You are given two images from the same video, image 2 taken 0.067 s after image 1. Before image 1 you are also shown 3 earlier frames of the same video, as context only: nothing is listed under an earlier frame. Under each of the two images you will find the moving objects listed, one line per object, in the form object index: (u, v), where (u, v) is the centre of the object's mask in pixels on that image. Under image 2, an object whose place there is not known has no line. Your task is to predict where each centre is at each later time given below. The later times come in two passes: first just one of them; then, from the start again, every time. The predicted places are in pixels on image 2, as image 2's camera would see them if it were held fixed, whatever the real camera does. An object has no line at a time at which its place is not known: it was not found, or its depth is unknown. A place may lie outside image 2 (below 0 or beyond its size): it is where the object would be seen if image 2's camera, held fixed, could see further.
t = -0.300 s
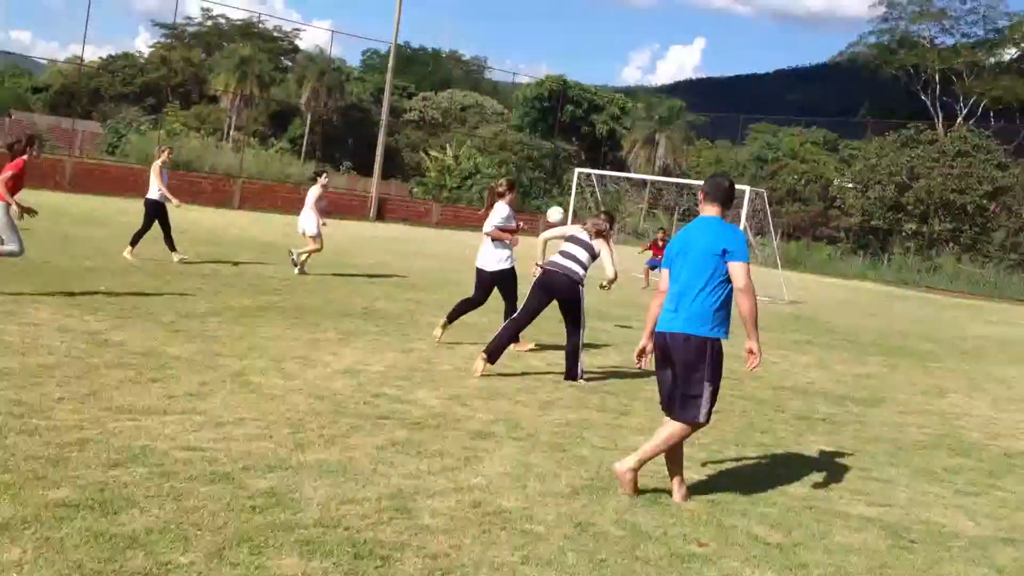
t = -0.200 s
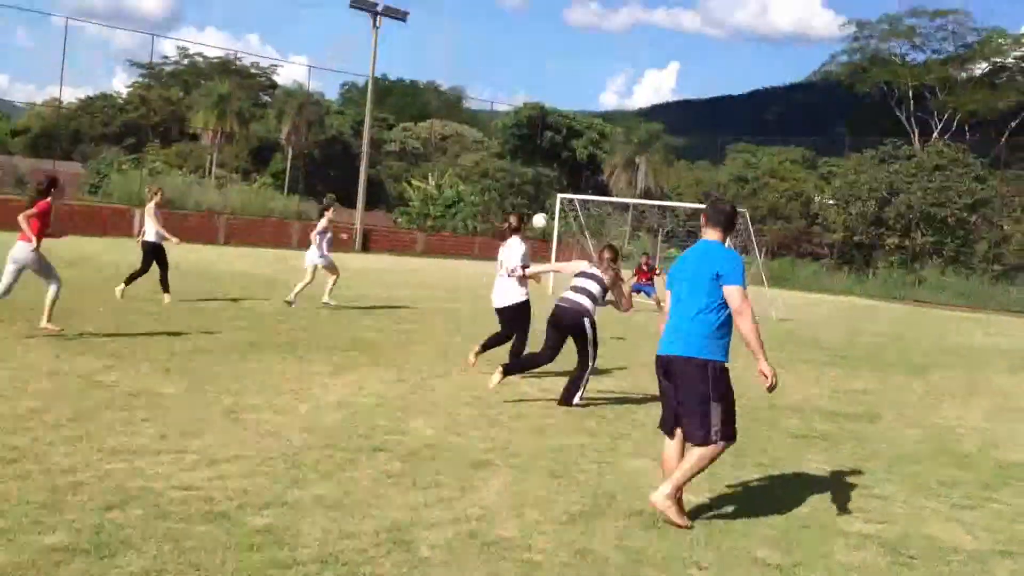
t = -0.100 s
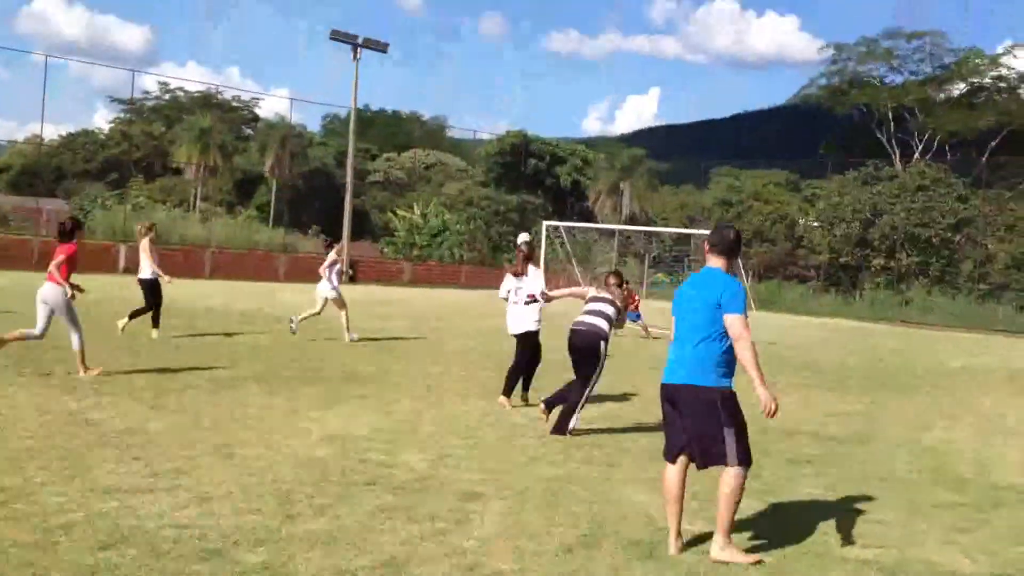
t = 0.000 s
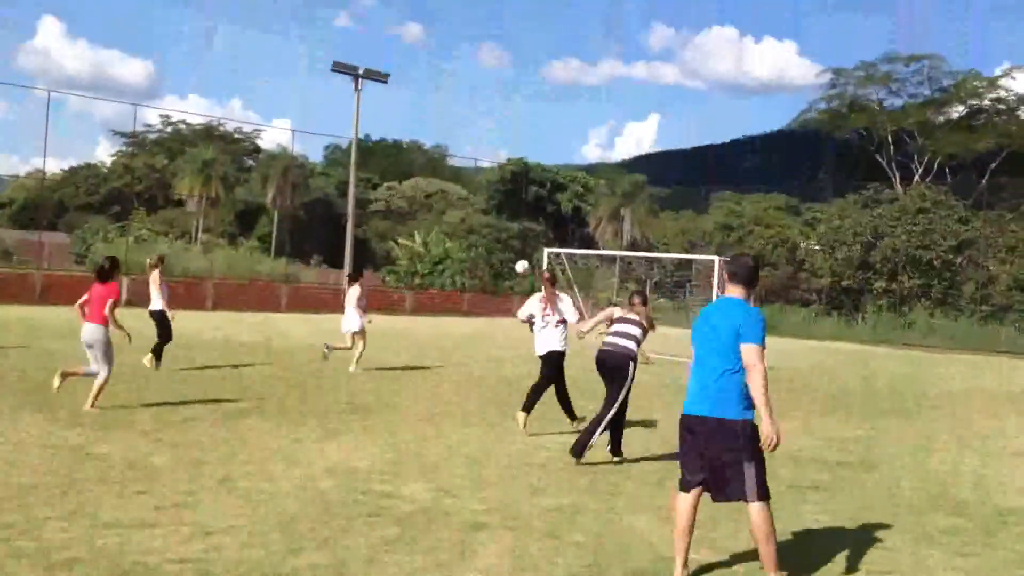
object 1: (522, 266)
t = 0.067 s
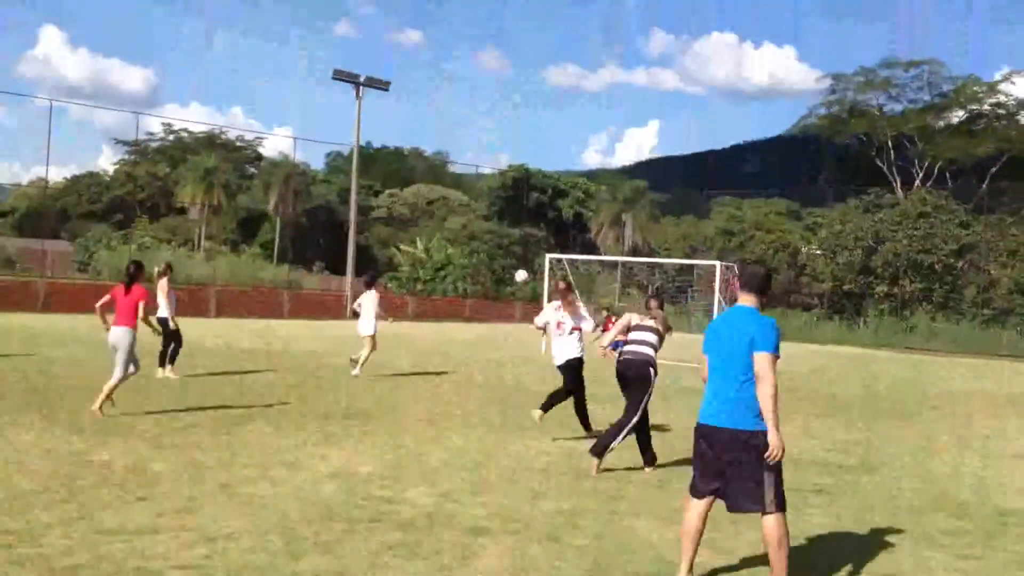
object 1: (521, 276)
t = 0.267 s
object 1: (511, 299)
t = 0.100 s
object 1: (519, 278)
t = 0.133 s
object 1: (518, 282)
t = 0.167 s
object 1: (516, 285)
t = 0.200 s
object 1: (515, 289)
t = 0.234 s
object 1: (513, 294)
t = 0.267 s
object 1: (511, 299)
